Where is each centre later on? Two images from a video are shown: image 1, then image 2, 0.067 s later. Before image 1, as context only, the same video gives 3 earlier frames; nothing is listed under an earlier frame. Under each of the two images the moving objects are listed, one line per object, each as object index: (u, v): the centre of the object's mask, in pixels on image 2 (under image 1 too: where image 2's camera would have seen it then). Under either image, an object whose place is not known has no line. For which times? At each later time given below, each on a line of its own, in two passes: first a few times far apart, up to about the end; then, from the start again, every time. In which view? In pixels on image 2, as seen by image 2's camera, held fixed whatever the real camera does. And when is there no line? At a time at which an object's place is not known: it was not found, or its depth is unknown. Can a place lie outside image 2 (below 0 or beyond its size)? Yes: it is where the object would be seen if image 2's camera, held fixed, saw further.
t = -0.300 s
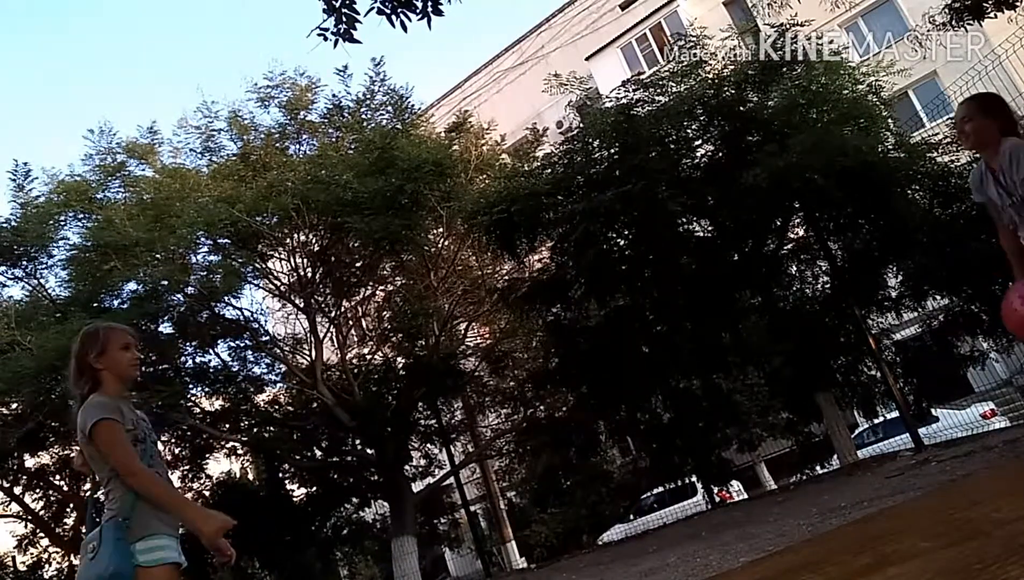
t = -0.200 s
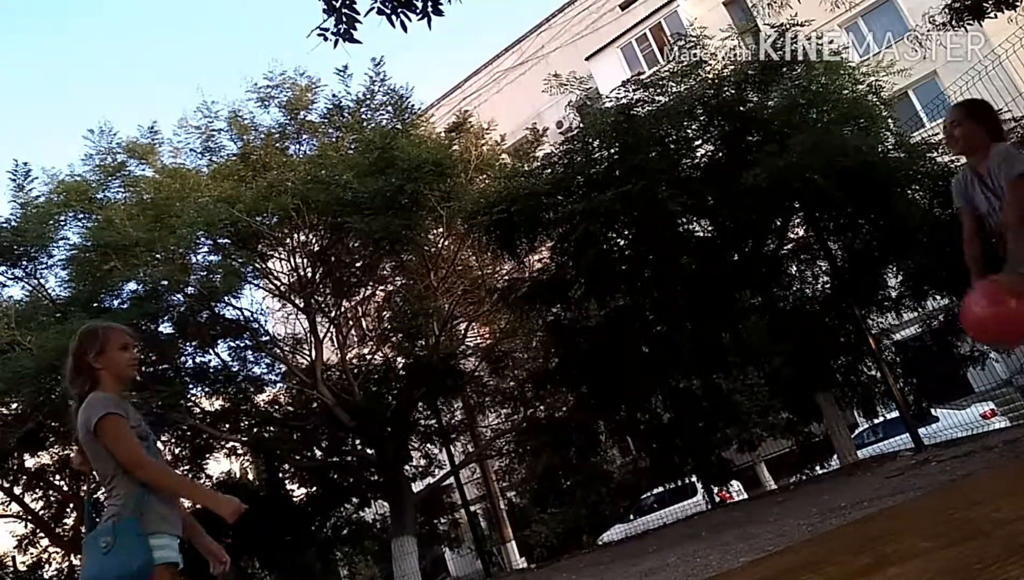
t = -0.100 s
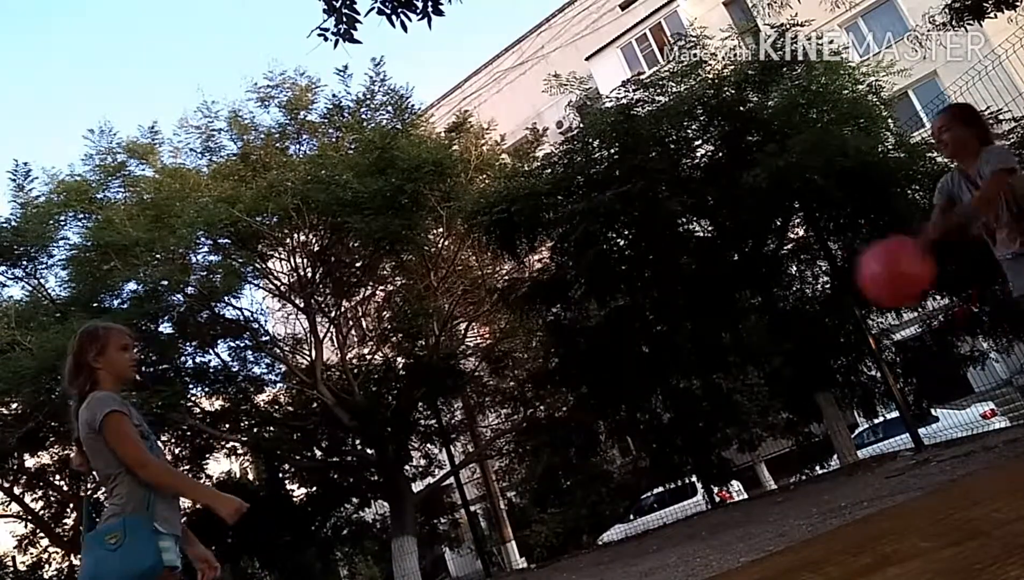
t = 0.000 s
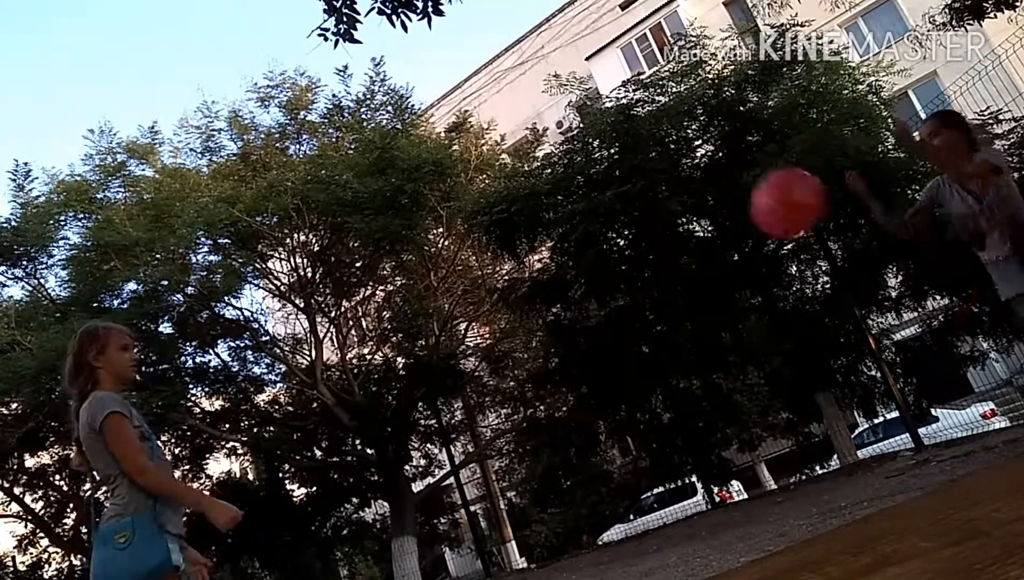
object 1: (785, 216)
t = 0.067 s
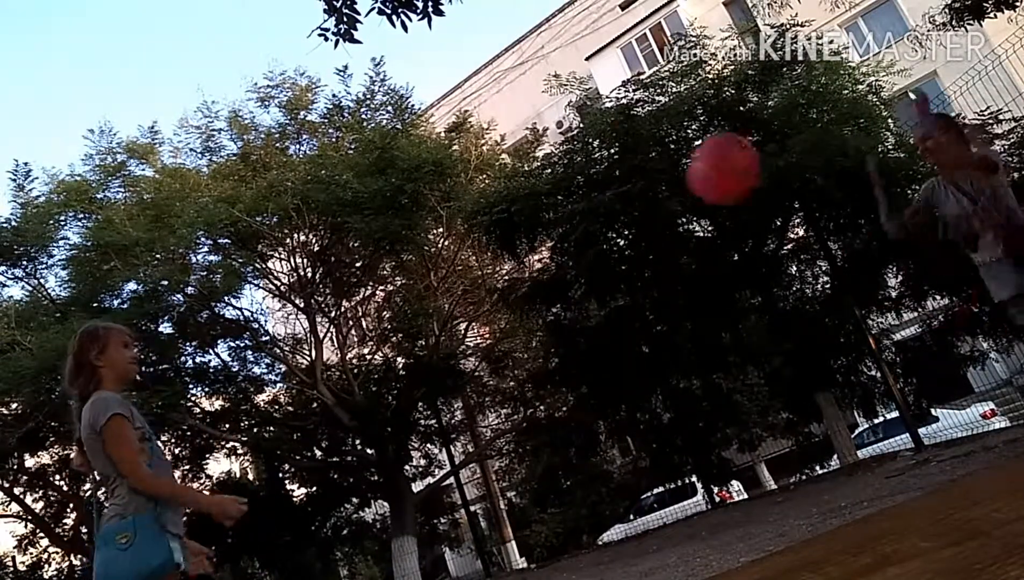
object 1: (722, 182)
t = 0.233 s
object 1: (581, 137)
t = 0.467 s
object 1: (402, 184)
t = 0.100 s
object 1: (691, 167)
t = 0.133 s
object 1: (660, 156)
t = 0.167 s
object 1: (634, 152)
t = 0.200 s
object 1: (609, 141)
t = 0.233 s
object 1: (581, 137)
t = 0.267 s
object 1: (553, 135)
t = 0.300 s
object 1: (527, 137)
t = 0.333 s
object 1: (503, 142)
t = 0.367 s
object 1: (478, 148)
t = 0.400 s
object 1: (454, 157)
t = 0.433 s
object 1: (430, 167)
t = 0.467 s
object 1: (402, 184)
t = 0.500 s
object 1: (379, 201)
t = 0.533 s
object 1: (361, 221)
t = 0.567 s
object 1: (341, 244)
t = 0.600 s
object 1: (319, 272)
